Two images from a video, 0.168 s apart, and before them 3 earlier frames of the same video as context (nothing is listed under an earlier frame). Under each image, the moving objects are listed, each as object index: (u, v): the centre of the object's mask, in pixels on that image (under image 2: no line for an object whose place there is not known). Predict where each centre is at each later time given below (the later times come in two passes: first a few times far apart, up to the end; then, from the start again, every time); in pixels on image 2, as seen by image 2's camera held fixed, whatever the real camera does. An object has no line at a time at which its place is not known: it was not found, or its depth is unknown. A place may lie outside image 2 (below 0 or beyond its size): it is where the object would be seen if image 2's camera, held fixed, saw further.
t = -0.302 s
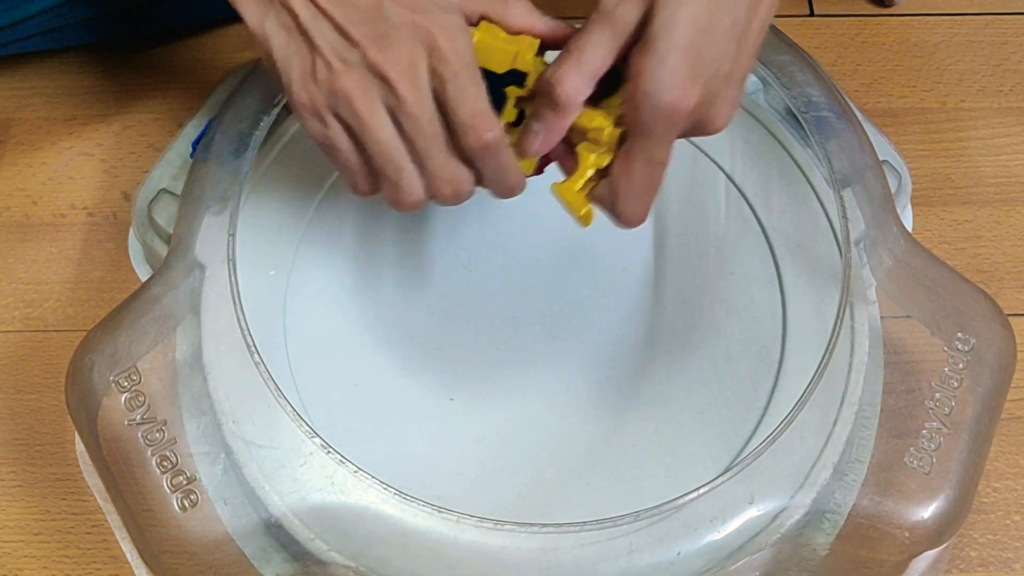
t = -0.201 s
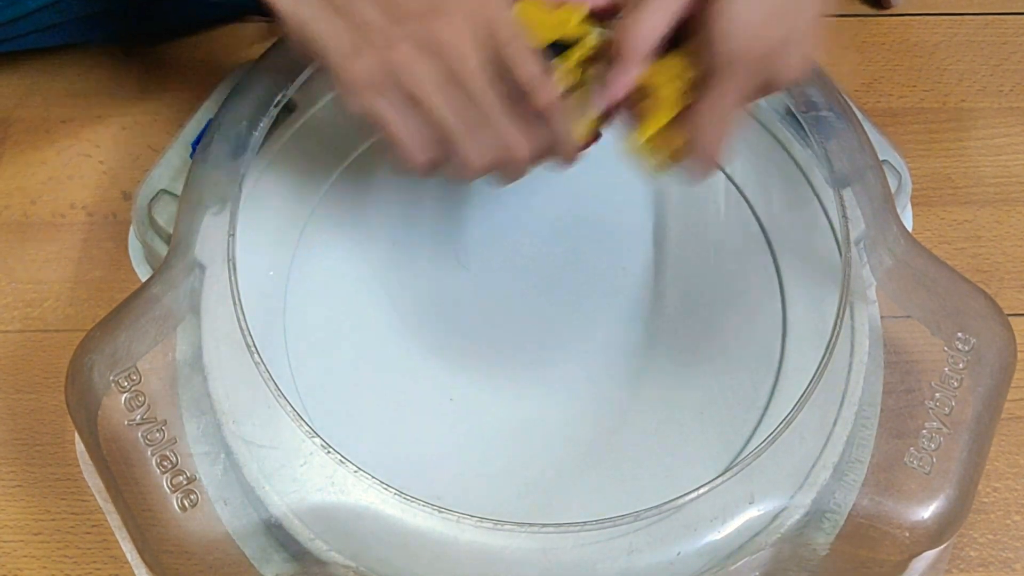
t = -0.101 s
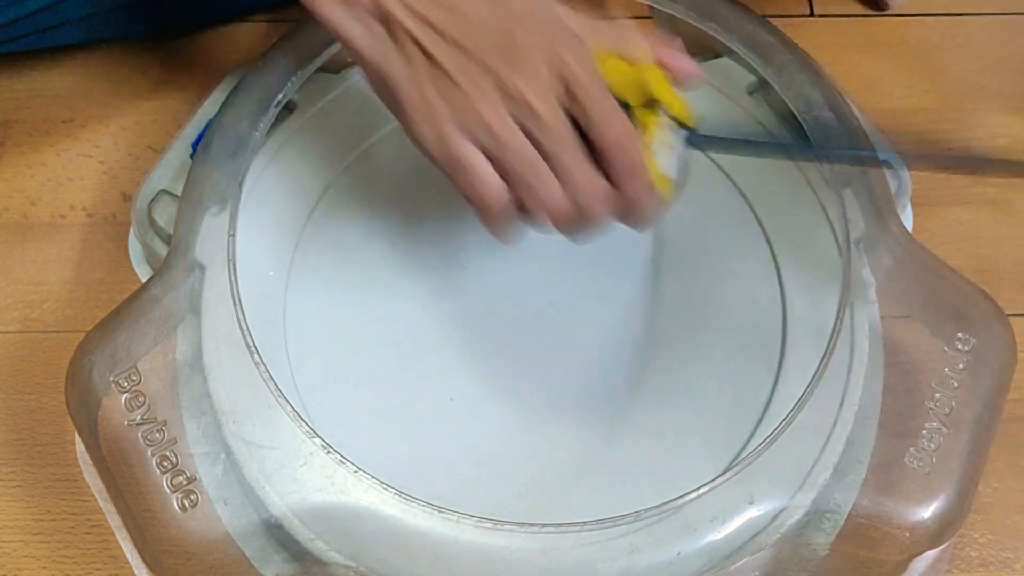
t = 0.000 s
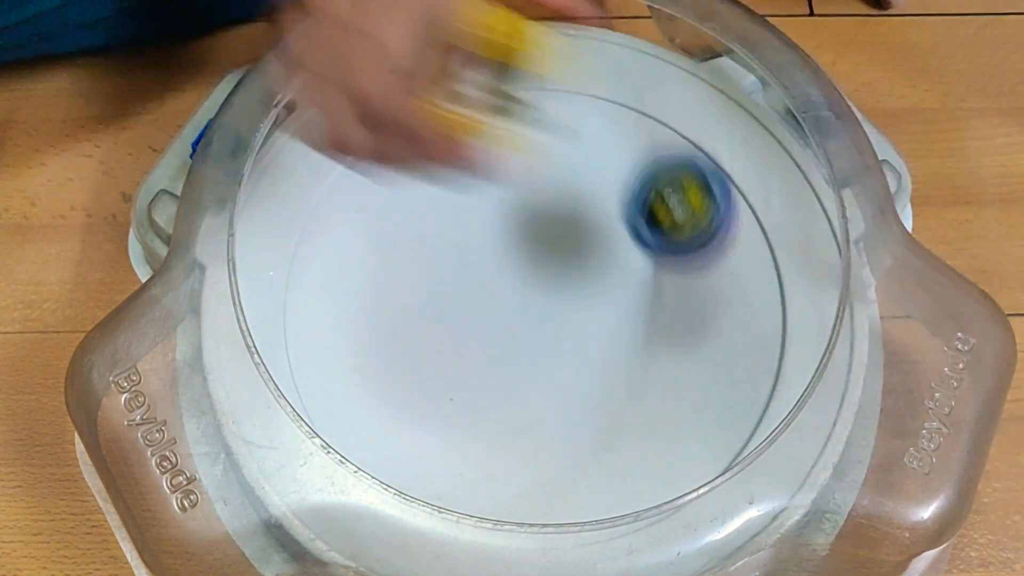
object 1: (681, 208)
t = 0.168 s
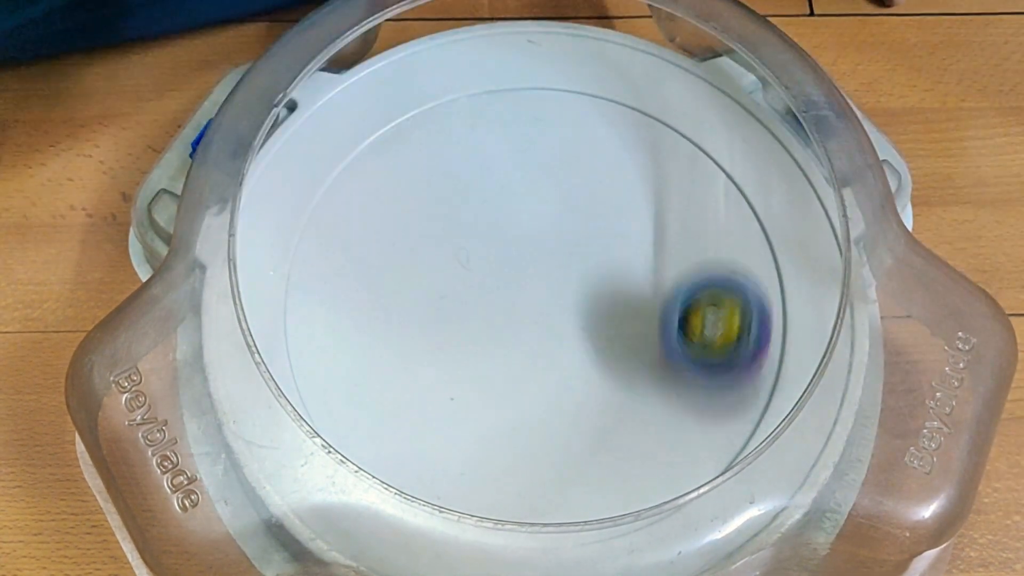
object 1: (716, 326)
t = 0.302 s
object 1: (671, 383)
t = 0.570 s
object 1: (482, 351)
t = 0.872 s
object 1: (520, 285)
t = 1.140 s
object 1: (659, 361)
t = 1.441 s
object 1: (691, 331)
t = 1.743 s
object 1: (502, 354)
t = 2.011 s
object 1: (482, 482)
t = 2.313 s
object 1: (662, 464)
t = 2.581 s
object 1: (538, 216)
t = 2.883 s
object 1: (291, 246)
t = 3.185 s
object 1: (516, 497)
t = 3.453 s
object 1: (710, 237)
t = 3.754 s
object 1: (363, 134)
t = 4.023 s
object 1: (405, 450)
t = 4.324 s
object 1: (718, 254)
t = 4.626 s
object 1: (457, 85)
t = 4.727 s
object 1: (366, 144)
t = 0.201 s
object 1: (709, 359)
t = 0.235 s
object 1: (701, 360)
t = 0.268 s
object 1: (688, 367)
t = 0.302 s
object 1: (671, 383)
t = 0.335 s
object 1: (630, 395)
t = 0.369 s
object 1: (606, 398)
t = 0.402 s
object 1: (582, 401)
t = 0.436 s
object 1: (559, 392)
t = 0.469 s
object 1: (536, 388)
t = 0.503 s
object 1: (516, 376)
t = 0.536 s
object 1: (497, 364)
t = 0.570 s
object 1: (482, 351)
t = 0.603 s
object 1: (472, 339)
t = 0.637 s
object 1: (466, 327)
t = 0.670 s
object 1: (464, 317)
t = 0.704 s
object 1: (467, 307)
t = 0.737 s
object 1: (473, 299)
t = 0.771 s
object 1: (482, 292)
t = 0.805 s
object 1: (494, 286)
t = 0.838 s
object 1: (506, 284)
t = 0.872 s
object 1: (520, 285)
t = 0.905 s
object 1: (534, 287)
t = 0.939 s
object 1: (549, 290)
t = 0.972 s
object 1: (567, 296)
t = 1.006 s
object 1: (584, 306)
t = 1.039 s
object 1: (604, 316)
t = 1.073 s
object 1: (624, 332)
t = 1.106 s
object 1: (641, 347)
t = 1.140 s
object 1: (659, 361)
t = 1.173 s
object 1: (679, 374)
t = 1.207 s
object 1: (698, 386)
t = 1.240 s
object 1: (719, 392)
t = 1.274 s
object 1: (738, 395)
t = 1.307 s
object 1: (750, 391)
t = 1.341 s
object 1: (742, 380)
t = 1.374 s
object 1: (726, 363)
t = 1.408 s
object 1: (709, 346)
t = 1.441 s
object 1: (691, 331)
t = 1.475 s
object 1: (673, 317)
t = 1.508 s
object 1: (652, 308)
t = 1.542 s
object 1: (631, 303)
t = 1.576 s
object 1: (609, 302)
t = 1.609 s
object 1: (584, 306)
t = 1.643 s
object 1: (563, 313)
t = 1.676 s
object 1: (541, 324)
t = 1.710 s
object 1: (521, 338)
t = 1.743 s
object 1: (502, 354)
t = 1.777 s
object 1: (486, 373)
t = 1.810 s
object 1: (473, 393)
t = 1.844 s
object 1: (462, 413)
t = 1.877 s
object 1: (457, 433)
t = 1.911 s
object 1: (456, 452)
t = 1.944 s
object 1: (461, 466)
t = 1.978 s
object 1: (470, 474)
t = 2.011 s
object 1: (482, 482)
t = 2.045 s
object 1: (497, 487)
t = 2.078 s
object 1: (514, 492)
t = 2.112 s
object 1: (534, 494)
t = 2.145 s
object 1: (555, 495)
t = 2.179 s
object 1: (575, 494)
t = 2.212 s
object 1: (598, 492)
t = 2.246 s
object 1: (620, 486)
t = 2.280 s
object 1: (641, 478)
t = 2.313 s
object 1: (662, 464)
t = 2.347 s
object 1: (683, 443)
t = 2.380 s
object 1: (689, 413)
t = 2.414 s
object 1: (682, 374)
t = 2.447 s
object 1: (667, 337)
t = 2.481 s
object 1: (641, 301)
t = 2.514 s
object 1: (608, 267)
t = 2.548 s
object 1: (572, 239)
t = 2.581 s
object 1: (538, 216)
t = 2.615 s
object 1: (497, 196)
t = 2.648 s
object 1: (461, 182)
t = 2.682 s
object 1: (430, 174)
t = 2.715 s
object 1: (394, 171)
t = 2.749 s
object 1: (359, 173)
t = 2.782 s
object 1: (333, 183)
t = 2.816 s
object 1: (307, 196)
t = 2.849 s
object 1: (294, 215)
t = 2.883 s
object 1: (291, 246)
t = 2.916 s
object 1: (292, 278)
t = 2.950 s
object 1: (298, 313)
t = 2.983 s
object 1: (309, 348)
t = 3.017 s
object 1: (324, 380)
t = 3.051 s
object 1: (349, 417)
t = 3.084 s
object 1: (379, 447)
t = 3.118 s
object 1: (423, 471)
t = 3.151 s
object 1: (468, 489)
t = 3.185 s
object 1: (516, 497)
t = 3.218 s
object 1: (577, 495)
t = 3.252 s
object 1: (624, 480)
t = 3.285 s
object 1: (670, 453)
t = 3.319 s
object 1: (702, 420)
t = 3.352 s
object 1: (722, 372)
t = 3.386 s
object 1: (730, 329)
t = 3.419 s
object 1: (724, 279)
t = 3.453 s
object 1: (710, 237)
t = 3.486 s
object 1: (689, 197)
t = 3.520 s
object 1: (658, 162)
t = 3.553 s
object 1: (621, 128)
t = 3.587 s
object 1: (580, 107)
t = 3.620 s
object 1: (537, 91)
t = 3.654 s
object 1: (488, 79)
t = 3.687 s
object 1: (444, 84)
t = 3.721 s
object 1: (402, 106)
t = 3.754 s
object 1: (363, 134)
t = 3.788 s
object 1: (335, 165)
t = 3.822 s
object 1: (310, 204)
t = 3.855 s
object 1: (297, 251)
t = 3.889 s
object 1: (292, 293)
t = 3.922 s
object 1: (304, 339)
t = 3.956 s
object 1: (326, 383)
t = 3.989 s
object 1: (362, 421)
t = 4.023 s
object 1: (405, 450)
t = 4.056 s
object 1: (457, 468)
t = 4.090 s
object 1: (510, 473)
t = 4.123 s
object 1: (572, 467)
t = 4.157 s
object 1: (622, 444)
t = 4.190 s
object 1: (662, 411)
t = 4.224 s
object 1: (690, 374)
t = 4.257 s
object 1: (710, 335)
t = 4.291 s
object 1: (718, 293)
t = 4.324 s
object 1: (718, 254)
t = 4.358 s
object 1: (709, 211)
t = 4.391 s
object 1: (696, 176)
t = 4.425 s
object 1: (677, 143)
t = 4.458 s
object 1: (653, 106)
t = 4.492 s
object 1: (621, 89)
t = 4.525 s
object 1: (577, 90)
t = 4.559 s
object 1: (535, 89)
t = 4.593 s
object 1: (495, 85)
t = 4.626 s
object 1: (457, 85)
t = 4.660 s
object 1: (425, 104)
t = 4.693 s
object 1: (394, 121)
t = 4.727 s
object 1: (366, 144)
